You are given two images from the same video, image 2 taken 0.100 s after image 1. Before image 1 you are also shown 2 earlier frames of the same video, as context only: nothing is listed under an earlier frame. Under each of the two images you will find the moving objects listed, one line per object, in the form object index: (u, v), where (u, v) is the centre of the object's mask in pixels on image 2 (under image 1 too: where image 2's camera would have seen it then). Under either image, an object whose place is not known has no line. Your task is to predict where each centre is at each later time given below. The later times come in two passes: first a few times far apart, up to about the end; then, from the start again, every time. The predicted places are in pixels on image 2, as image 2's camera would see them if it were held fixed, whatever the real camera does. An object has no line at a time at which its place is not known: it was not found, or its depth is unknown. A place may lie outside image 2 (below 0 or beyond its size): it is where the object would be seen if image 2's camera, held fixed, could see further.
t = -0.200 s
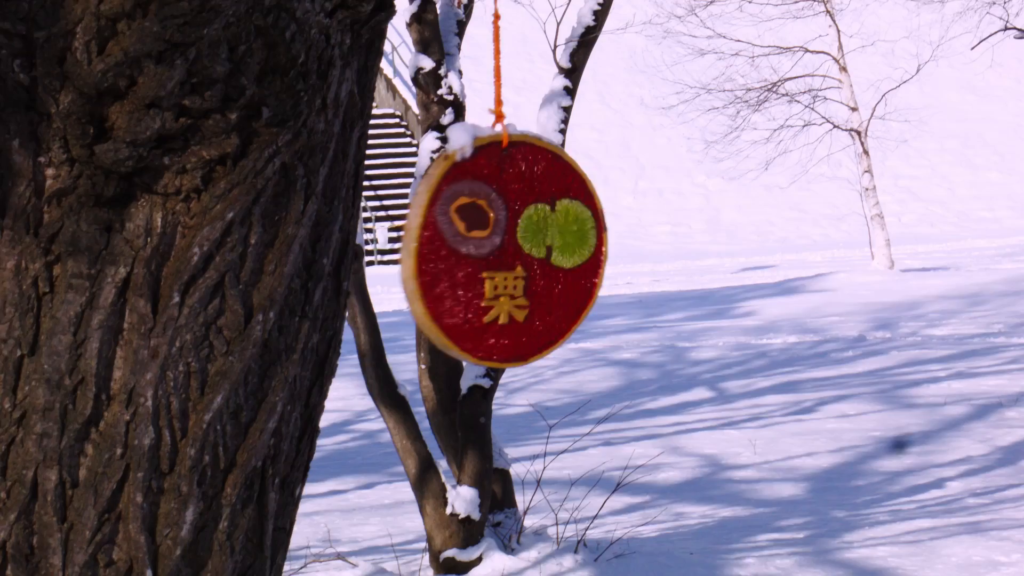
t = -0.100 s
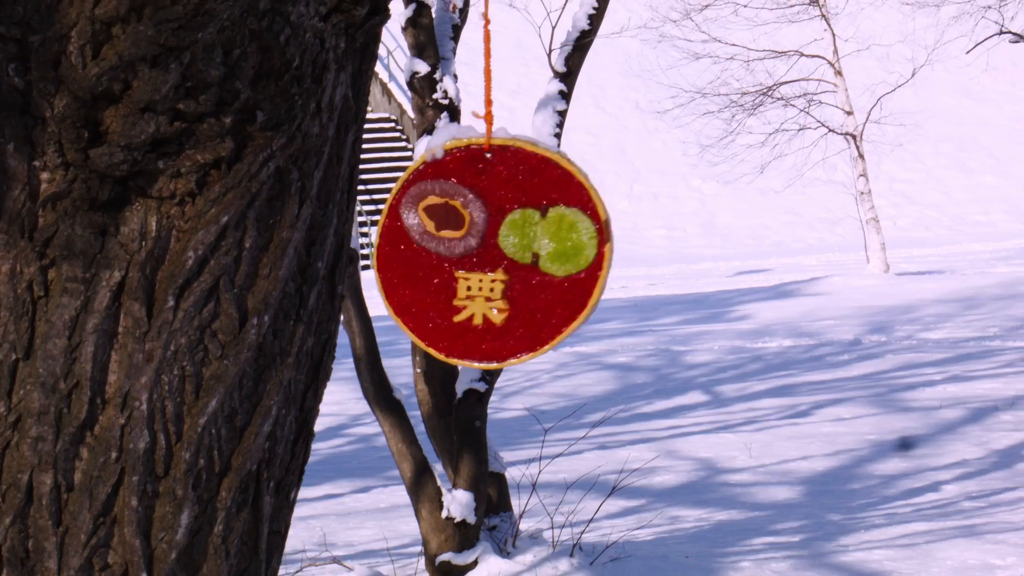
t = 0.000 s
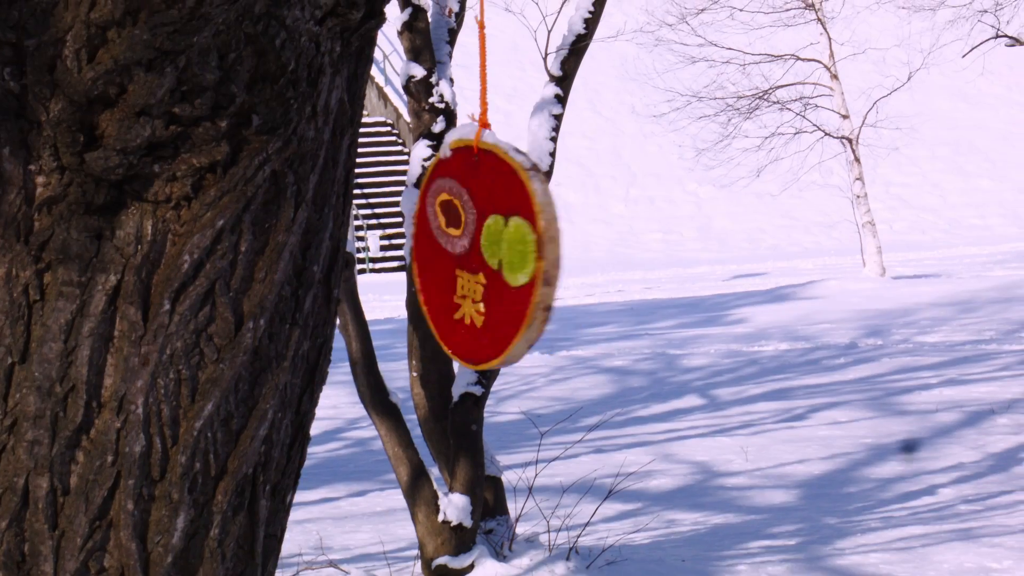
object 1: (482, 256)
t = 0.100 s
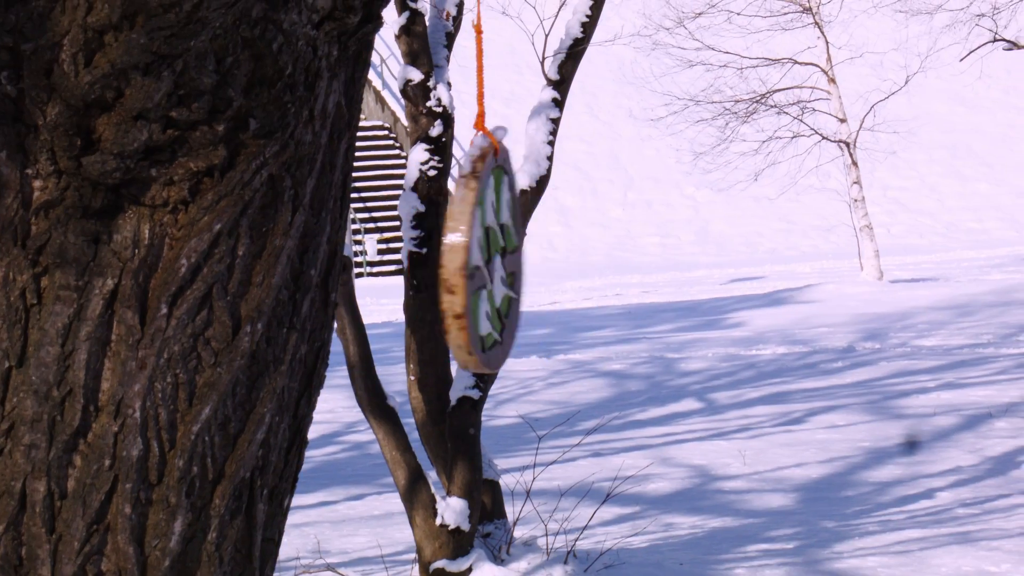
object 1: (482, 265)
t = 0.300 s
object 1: (500, 260)
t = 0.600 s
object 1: (524, 261)
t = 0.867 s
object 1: (514, 267)
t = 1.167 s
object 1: (493, 261)
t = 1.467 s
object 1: (494, 258)
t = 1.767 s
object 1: (513, 251)
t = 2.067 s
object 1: (517, 258)
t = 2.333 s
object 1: (500, 258)
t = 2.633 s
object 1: (493, 258)
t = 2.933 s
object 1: (504, 256)
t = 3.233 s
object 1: (507, 261)
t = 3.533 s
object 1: (499, 260)
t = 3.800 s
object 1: (496, 261)
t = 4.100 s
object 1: (505, 259)
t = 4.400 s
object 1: (506, 259)
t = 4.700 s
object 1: (498, 262)
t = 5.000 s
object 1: (497, 261)
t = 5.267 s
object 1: (497, 260)
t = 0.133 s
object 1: (483, 260)
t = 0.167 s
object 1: (486, 260)
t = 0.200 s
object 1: (489, 259)
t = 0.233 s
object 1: (492, 259)
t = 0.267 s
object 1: (496, 260)
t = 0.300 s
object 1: (500, 260)
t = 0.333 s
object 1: (504, 261)
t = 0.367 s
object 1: (507, 261)
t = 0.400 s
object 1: (510, 261)
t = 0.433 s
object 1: (513, 259)
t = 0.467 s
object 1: (514, 272)
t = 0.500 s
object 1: (517, 266)
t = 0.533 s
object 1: (518, 264)
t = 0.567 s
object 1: (521, 262)
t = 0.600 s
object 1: (524, 261)
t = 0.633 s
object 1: (526, 260)
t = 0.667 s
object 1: (526, 259)
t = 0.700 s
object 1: (525, 259)
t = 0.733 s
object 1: (525, 259)
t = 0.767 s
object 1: (523, 259)
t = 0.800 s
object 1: (521, 258)
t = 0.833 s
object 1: (517, 256)
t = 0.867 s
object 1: (514, 267)
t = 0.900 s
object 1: (511, 265)
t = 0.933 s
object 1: (507, 263)
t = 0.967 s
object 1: (504, 263)
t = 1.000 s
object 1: (502, 263)
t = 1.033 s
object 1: (500, 262)
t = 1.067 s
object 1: (497, 262)
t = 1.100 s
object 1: (496, 262)
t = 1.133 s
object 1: (495, 262)
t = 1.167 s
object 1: (493, 261)
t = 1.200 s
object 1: (491, 261)
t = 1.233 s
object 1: (490, 261)
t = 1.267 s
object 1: (489, 260)
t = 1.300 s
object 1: (487, 272)
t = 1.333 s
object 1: (487, 265)
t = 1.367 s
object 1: (488, 262)
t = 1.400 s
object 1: (489, 260)
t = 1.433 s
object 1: (492, 259)
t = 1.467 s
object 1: (494, 258)
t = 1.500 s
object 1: (497, 258)
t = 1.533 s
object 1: (499, 258)
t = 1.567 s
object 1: (501, 258)
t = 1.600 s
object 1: (504, 258)
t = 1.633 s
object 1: (507, 259)
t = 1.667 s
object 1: (508, 259)
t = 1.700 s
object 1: (512, 259)
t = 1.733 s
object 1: (512, 257)
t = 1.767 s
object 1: (513, 251)
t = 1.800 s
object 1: (515, 266)
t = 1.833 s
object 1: (516, 263)
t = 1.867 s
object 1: (516, 261)
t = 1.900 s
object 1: (518, 260)
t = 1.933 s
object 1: (518, 260)
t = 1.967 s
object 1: (519, 259)
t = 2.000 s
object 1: (519, 258)
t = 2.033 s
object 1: (519, 258)
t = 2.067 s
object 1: (517, 258)
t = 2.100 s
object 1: (516, 257)
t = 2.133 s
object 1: (515, 257)
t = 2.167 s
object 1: (513, 257)
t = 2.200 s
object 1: (511, 258)
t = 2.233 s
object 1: (508, 258)
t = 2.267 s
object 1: (505, 258)
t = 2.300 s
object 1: (503, 258)
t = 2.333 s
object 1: (500, 258)
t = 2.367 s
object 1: (498, 258)
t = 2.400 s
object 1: (495, 269)
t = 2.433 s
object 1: (493, 259)
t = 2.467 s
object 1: (491, 264)
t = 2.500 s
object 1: (491, 262)
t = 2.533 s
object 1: (491, 261)
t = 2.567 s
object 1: (491, 260)
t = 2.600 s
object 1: (492, 259)
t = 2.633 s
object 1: (493, 258)
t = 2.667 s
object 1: (494, 257)
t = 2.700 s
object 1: (496, 256)
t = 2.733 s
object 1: (497, 256)
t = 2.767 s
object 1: (499, 255)
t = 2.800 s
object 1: (500, 255)
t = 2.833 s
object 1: (501, 255)
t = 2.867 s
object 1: (502, 256)
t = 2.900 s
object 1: (503, 256)
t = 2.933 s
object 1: (504, 256)
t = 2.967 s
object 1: (505, 257)
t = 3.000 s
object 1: (506, 257)
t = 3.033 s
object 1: (507, 258)
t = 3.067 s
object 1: (507, 258)
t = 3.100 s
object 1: (508, 259)
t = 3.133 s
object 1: (508, 260)
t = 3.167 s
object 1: (508, 260)
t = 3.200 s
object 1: (508, 260)
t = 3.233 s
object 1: (507, 261)
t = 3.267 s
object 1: (507, 260)
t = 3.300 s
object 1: (506, 260)
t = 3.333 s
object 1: (505, 260)
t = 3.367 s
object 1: (504, 260)
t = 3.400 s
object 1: (503, 260)
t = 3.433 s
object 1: (502, 260)
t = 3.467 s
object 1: (501, 260)
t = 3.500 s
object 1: (500, 260)
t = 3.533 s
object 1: (499, 260)
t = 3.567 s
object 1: (499, 260)
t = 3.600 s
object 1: (498, 260)
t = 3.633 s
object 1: (497, 260)
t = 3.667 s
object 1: (497, 260)
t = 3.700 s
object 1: (496, 261)
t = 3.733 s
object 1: (496, 261)
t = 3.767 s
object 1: (496, 261)
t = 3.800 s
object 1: (496, 261)
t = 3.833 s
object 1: (496, 261)
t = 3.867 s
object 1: (497, 261)
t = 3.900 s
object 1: (498, 261)
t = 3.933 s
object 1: (499, 261)
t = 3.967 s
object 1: (500, 261)
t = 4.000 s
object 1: (501, 260)
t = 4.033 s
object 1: (503, 259)
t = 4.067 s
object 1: (504, 259)
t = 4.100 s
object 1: (505, 259)
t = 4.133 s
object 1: (506, 258)
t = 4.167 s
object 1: (507, 258)
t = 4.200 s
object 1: (508, 257)
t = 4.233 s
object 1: (508, 257)
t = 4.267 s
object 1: (508, 257)
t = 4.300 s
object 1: (508, 257)
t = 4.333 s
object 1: (507, 258)
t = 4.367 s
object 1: (507, 258)
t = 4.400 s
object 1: (506, 259)
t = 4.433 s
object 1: (506, 259)
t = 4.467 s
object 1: (505, 260)
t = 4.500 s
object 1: (505, 260)
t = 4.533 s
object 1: (504, 260)
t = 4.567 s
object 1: (503, 261)
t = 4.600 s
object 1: (501, 261)
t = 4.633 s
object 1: (500, 262)
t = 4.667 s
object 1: (499, 262)
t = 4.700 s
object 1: (498, 262)
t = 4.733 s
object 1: (497, 262)
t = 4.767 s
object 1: (496, 262)
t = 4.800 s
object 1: (495, 262)
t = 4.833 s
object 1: (495, 262)
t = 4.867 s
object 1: (495, 262)
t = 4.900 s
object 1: (495, 263)
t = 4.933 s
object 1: (495, 264)
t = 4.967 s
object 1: (497, 263)
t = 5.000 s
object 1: (497, 261)
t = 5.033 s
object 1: (498, 261)
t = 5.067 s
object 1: (497, 261)
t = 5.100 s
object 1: (497, 261)
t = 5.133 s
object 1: (498, 261)
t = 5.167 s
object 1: (498, 261)
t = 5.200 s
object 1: (498, 260)
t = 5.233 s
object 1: (497, 260)
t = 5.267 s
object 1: (497, 260)
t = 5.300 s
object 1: (497, 259)
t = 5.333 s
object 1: (496, 259)
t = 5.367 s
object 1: (496, 258)
